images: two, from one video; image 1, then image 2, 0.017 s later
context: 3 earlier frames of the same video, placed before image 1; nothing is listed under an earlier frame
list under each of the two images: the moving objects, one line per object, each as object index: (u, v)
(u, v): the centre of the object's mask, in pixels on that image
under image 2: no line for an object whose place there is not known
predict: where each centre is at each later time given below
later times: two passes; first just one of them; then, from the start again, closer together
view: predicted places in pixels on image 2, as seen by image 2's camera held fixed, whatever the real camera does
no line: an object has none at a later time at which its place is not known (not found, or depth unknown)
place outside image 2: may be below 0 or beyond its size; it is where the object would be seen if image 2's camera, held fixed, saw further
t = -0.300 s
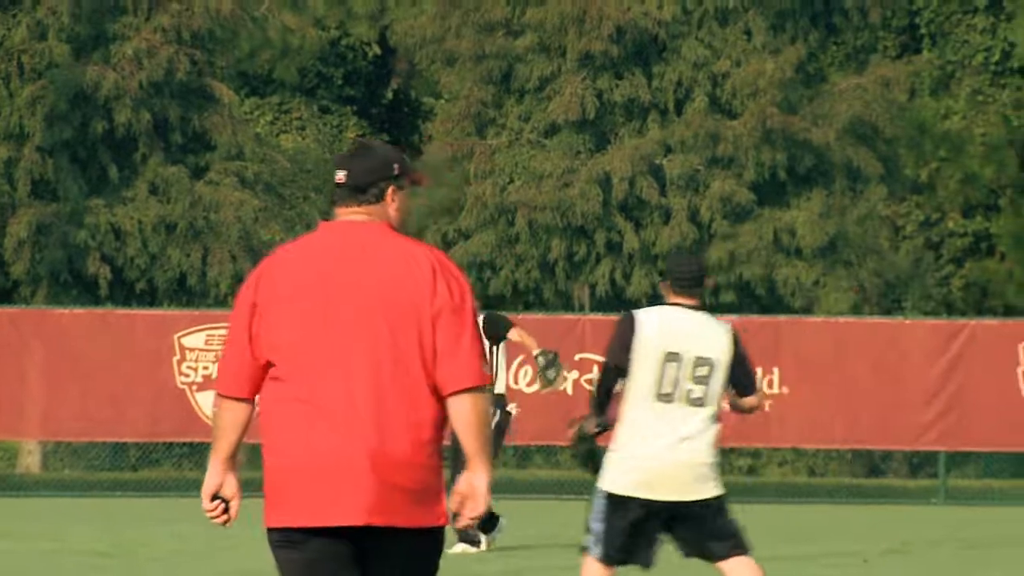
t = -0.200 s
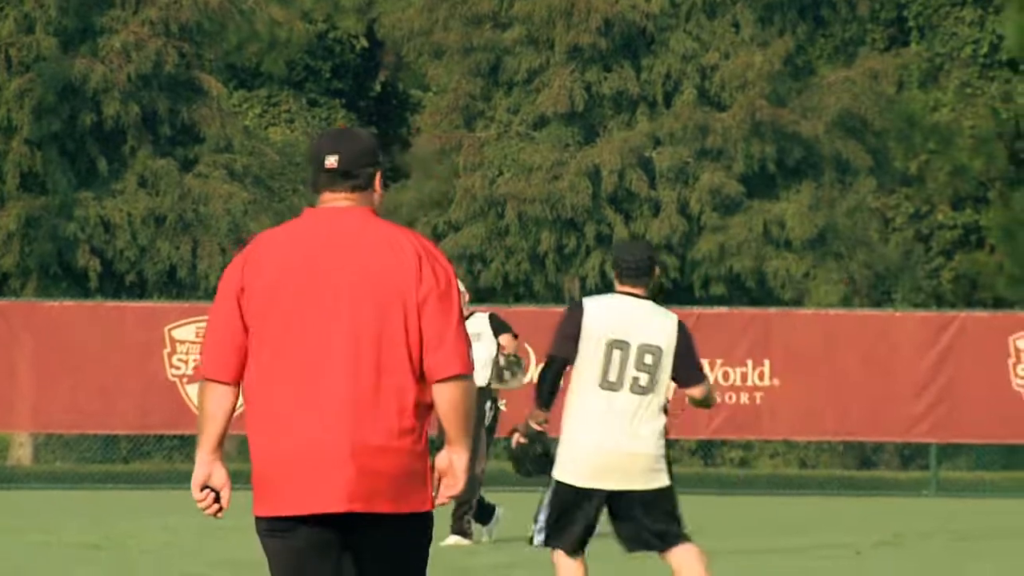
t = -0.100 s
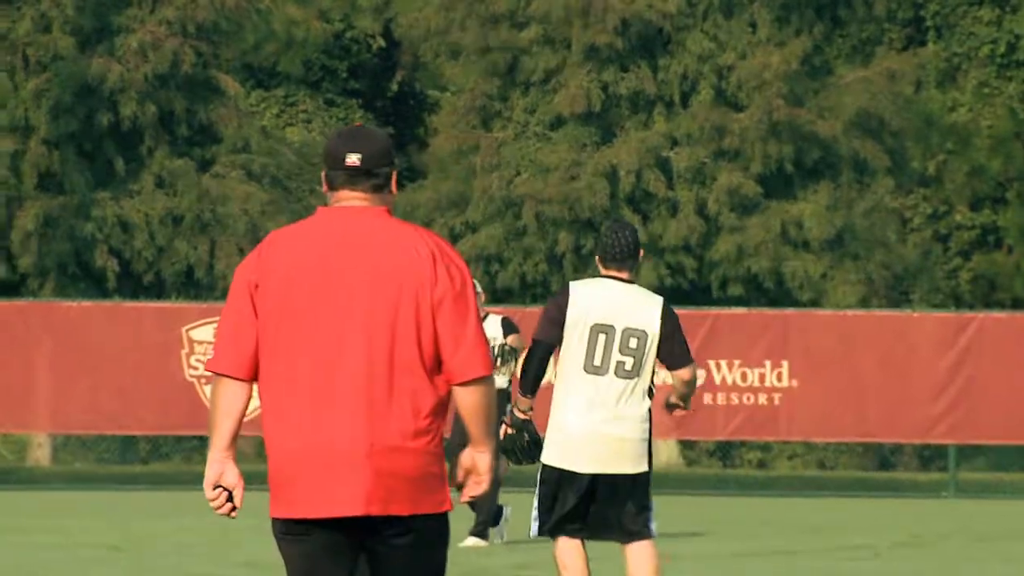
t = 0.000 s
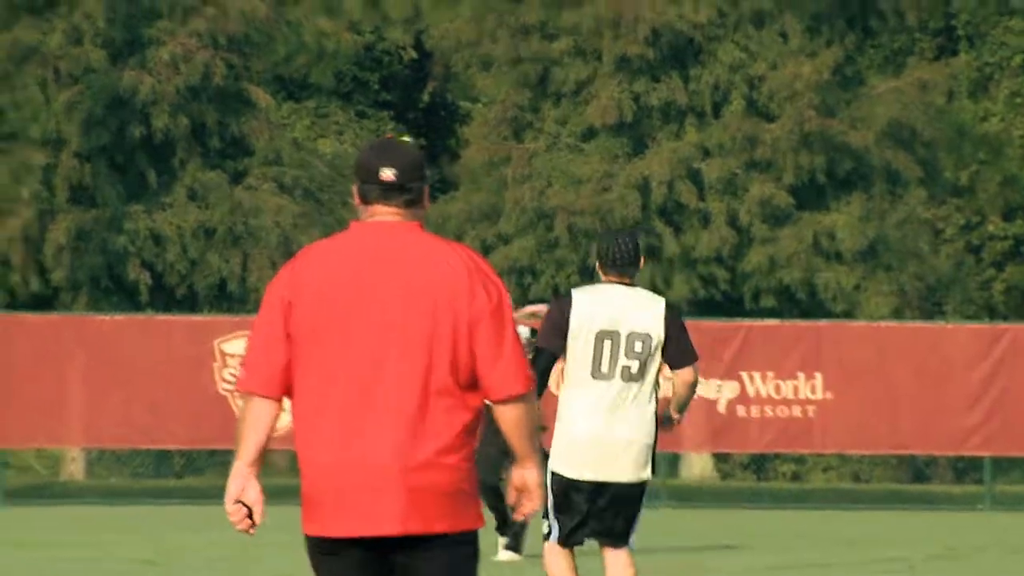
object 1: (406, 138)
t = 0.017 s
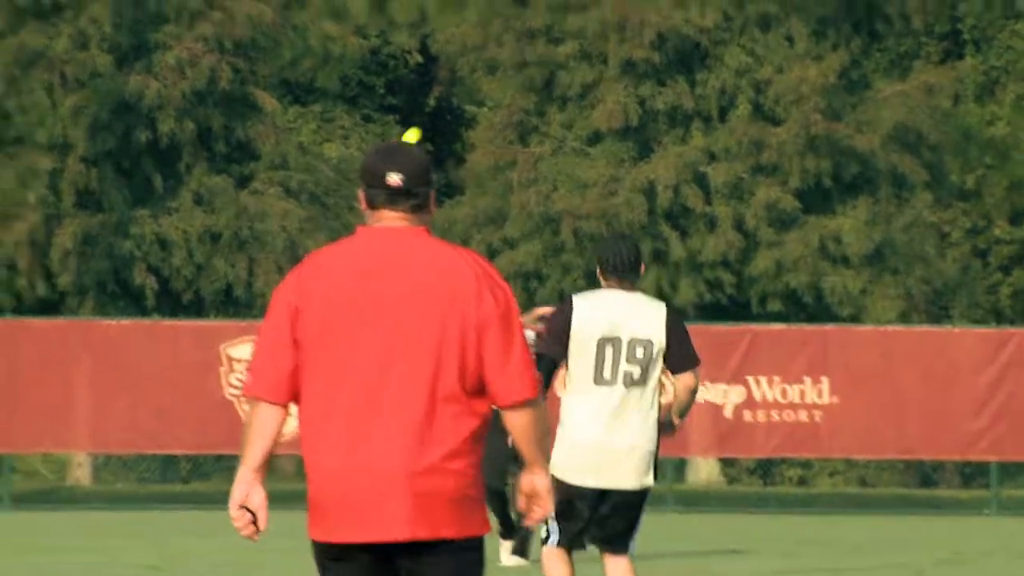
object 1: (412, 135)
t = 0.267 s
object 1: (436, -35)
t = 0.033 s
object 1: (414, 124)
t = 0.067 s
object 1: (415, 97)
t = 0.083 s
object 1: (417, 86)
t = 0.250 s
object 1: (435, -28)
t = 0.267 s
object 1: (436, -35)
